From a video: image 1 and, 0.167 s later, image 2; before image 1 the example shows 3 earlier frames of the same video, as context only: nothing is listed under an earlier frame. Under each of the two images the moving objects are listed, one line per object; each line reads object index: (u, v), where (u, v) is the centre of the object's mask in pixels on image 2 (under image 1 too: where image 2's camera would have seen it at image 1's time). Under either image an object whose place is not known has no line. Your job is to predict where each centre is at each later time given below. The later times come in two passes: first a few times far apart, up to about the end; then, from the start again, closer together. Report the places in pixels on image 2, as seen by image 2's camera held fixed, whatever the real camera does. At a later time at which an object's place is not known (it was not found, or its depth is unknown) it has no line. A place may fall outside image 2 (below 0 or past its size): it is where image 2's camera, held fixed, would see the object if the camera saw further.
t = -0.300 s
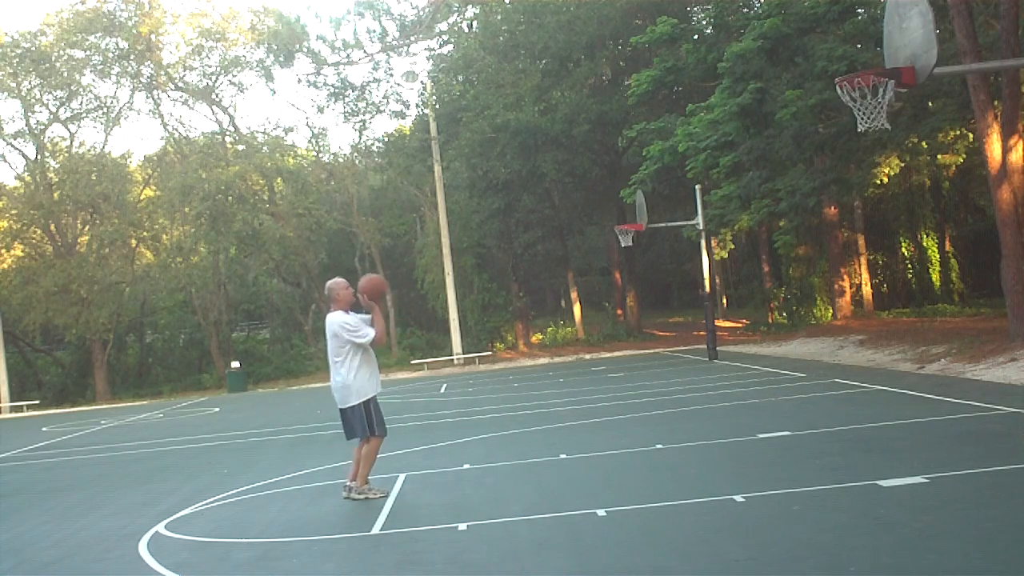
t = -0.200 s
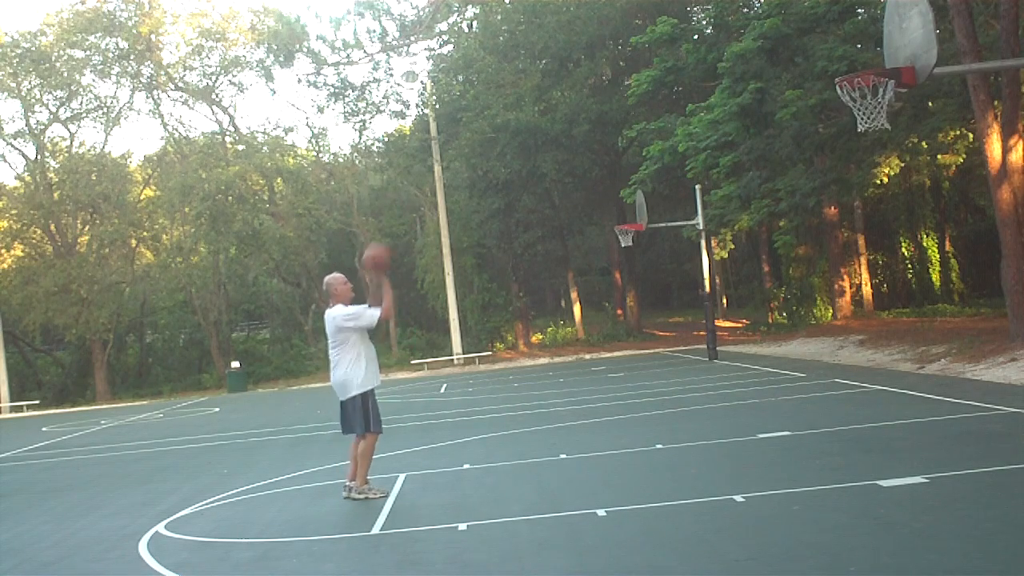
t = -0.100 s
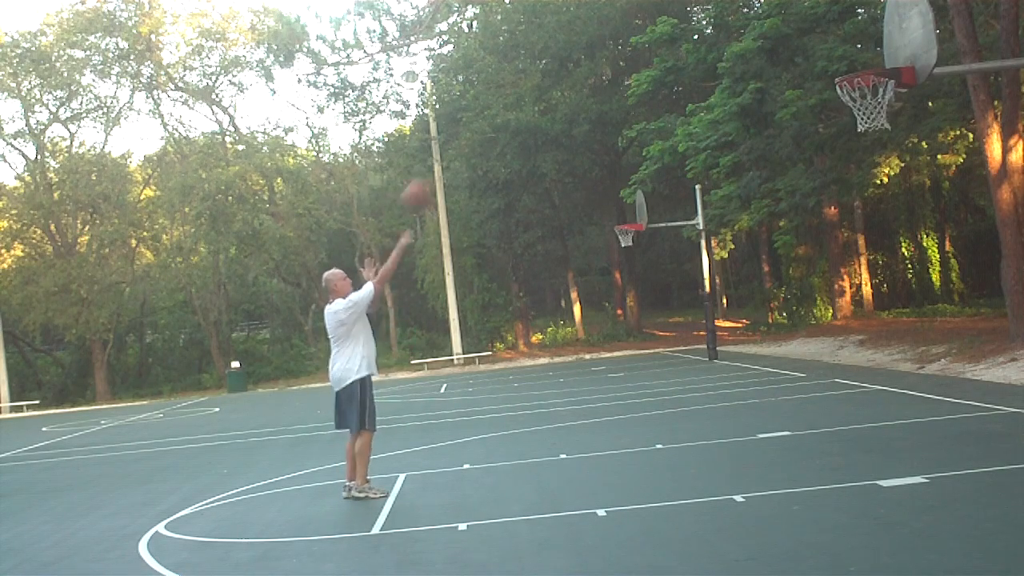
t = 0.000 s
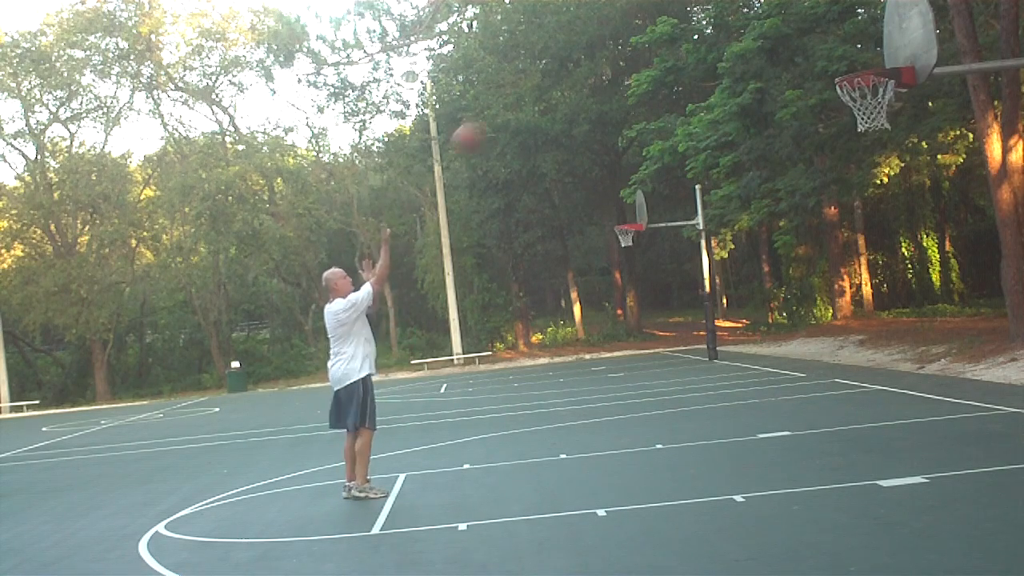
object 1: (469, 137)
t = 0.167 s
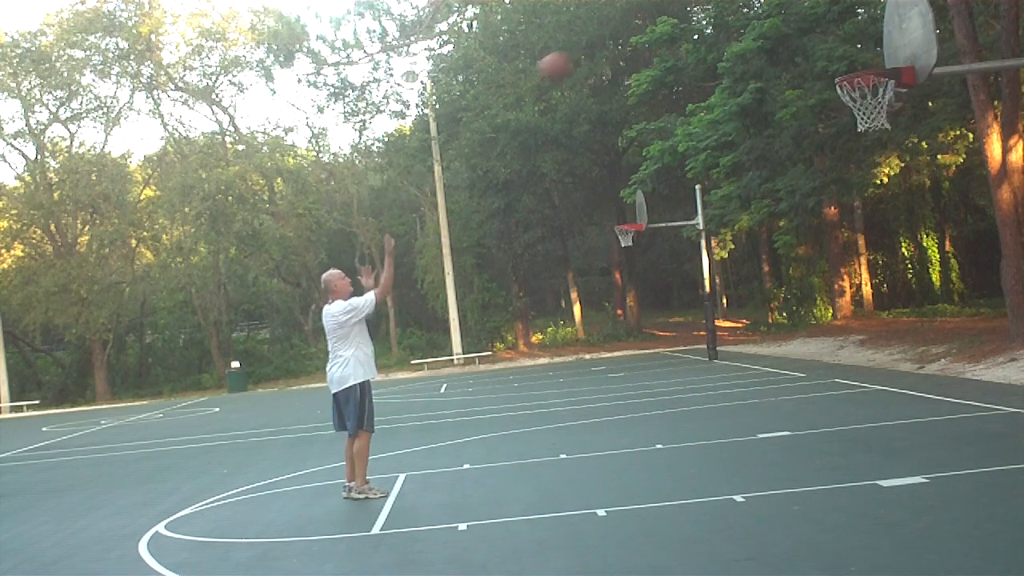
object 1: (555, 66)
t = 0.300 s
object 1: (624, 32)
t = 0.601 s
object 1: (788, 27)
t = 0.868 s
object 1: (852, 54)
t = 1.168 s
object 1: (870, 24)
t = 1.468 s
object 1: (838, 44)
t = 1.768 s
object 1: (829, 64)
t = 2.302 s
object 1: (841, 397)
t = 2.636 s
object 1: (799, 289)
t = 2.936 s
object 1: (760, 218)
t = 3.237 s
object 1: (733, 267)
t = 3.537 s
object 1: (717, 452)
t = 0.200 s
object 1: (571, 56)
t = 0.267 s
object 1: (607, 38)
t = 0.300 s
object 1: (624, 32)
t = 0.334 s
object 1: (641, 26)
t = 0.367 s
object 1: (661, 22)
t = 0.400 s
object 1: (679, 19)
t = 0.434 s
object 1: (695, 16)
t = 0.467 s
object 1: (716, 16)
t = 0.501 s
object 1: (731, 18)
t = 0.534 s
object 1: (751, 20)
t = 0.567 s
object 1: (769, 24)
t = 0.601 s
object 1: (788, 27)
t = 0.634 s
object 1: (806, 33)
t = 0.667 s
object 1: (826, 39)
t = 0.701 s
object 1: (846, 48)
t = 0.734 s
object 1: (866, 57)
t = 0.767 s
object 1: (872, 63)
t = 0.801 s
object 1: (855, 64)
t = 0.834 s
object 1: (846, 64)
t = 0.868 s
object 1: (852, 54)
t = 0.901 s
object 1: (857, 45)
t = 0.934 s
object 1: (861, 35)
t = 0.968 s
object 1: (867, 28)
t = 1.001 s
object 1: (872, 23)
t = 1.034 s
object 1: (877, 17)
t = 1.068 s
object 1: (882, 15)
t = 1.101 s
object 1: (880, 15)
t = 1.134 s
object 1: (875, 19)
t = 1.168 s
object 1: (870, 24)
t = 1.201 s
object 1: (865, 30)
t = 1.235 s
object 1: (861, 37)
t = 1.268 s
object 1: (855, 46)
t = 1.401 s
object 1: (841, 53)
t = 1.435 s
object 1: (840, 47)
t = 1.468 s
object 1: (838, 44)
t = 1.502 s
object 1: (836, 41)
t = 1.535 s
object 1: (836, 39)
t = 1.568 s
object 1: (834, 39)
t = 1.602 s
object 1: (833, 40)
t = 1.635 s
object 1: (832, 41)
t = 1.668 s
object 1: (831, 46)
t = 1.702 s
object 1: (830, 50)
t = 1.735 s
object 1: (829, 56)
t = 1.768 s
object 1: (829, 64)
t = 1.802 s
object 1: (828, 73)
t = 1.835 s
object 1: (828, 82)
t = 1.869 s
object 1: (828, 95)
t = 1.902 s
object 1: (828, 107)
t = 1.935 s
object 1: (828, 123)
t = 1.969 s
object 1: (828, 139)
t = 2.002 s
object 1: (829, 156)
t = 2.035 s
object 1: (829, 176)
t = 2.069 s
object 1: (830, 200)
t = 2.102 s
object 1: (830, 221)
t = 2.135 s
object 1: (833, 247)
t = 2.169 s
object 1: (833, 273)
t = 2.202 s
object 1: (834, 298)
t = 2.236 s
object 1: (836, 334)
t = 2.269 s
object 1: (840, 361)
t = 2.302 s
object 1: (841, 397)
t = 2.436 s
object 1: (831, 396)
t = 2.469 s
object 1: (824, 374)
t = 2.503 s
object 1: (819, 355)
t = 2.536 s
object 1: (812, 335)
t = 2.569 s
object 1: (807, 317)
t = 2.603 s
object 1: (803, 303)
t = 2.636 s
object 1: (799, 289)
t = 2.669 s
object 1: (794, 274)
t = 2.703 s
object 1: (789, 262)
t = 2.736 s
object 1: (785, 252)
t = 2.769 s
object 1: (779, 242)
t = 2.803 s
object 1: (776, 235)
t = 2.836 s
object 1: (772, 229)
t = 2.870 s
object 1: (768, 224)
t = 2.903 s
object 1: (764, 220)
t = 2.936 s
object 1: (760, 218)
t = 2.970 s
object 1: (757, 218)
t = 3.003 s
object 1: (753, 218)
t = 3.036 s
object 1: (751, 221)
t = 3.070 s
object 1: (748, 225)
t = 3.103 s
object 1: (745, 230)
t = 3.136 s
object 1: (741, 238)
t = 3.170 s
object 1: (739, 246)
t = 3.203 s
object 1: (735, 255)
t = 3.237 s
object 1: (733, 267)
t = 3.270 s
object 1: (730, 280)
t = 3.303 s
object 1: (728, 297)
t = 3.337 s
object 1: (725, 312)
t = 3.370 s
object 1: (723, 332)
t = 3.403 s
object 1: (721, 352)
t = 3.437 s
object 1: (719, 375)
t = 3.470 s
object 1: (719, 399)
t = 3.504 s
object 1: (718, 423)
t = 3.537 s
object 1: (717, 452)
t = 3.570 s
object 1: (714, 477)
